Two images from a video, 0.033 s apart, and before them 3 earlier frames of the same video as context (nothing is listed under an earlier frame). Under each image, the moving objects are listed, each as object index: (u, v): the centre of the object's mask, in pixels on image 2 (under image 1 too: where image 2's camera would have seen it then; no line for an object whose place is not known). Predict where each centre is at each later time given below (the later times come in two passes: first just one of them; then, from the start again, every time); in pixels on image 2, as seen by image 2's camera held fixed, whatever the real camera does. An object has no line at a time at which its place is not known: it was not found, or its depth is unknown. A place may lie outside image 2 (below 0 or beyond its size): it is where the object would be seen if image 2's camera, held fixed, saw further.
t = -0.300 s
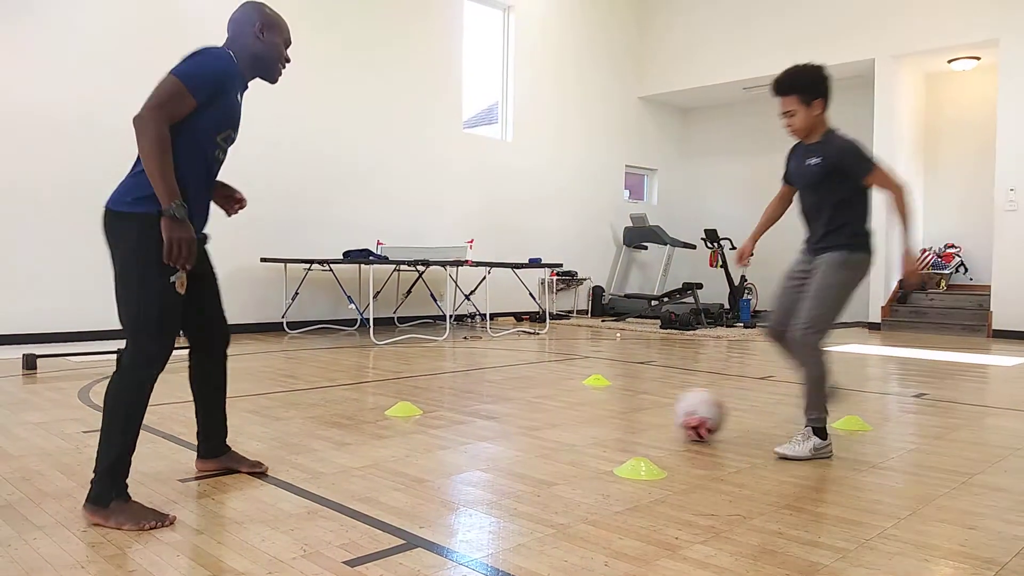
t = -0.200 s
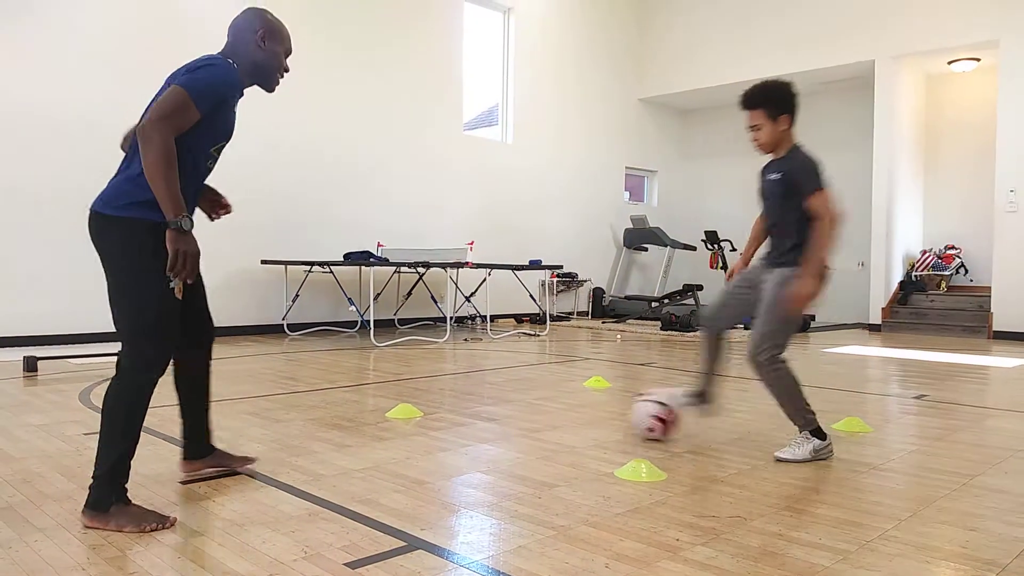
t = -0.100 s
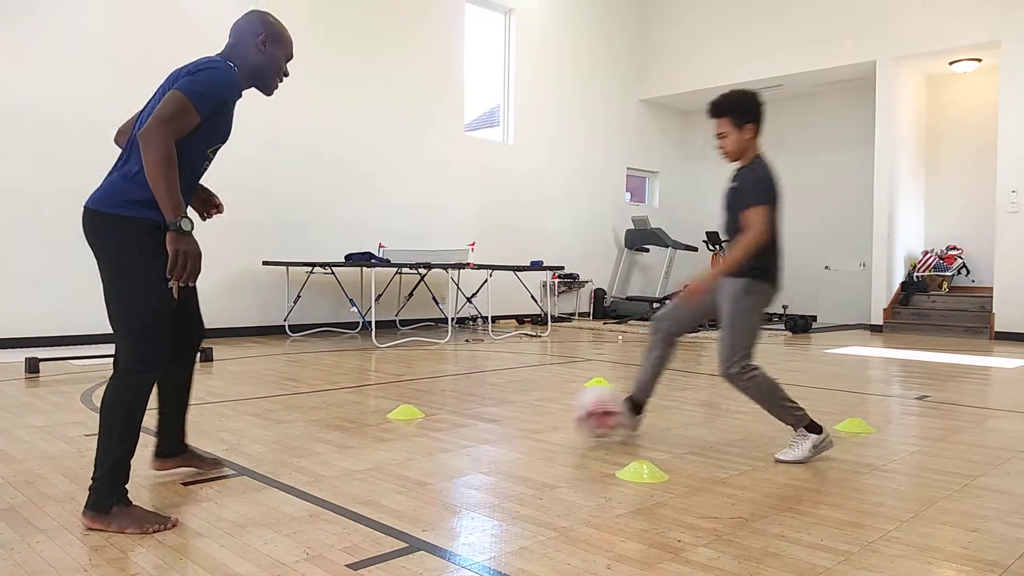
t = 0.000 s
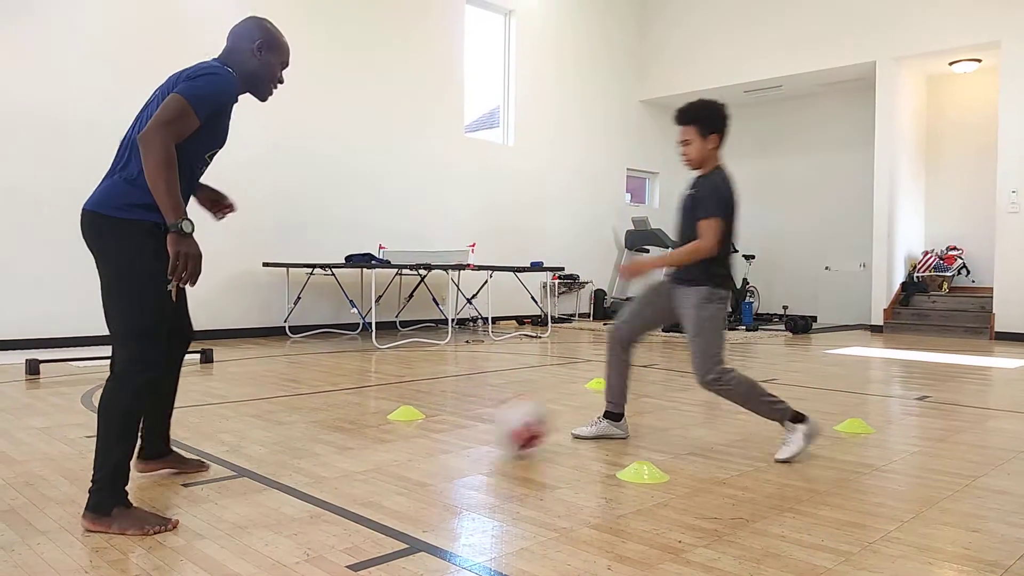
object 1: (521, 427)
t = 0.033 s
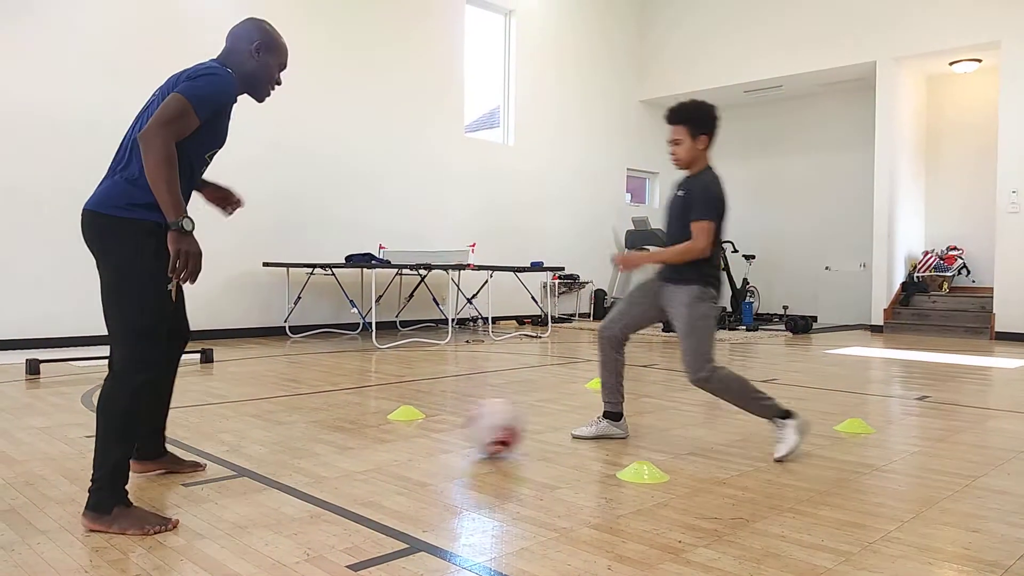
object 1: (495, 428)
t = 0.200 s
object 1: (355, 438)
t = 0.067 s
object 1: (470, 427)
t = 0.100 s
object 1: (442, 428)
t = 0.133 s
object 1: (414, 433)
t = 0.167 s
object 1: (385, 439)
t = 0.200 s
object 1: (355, 438)
